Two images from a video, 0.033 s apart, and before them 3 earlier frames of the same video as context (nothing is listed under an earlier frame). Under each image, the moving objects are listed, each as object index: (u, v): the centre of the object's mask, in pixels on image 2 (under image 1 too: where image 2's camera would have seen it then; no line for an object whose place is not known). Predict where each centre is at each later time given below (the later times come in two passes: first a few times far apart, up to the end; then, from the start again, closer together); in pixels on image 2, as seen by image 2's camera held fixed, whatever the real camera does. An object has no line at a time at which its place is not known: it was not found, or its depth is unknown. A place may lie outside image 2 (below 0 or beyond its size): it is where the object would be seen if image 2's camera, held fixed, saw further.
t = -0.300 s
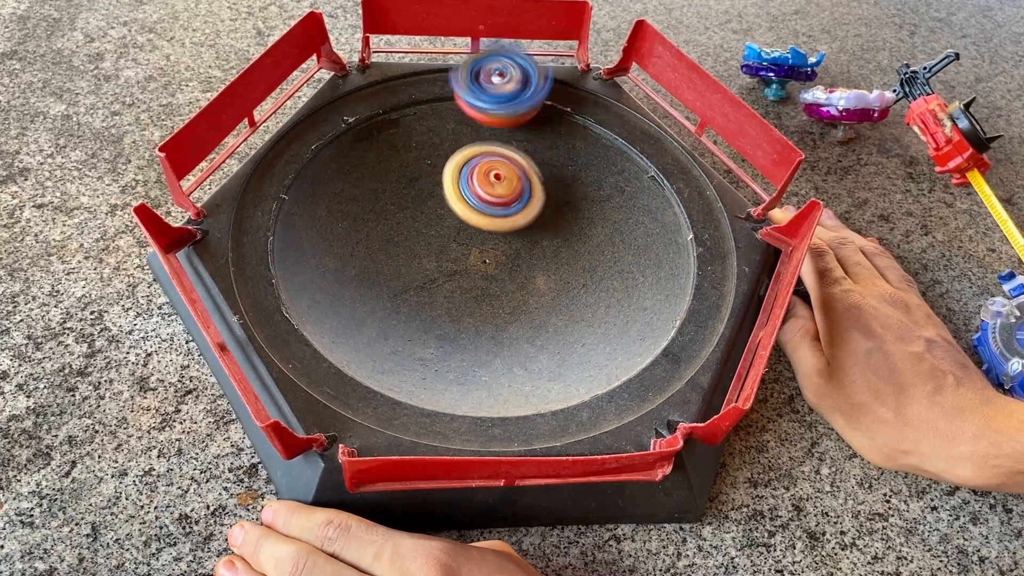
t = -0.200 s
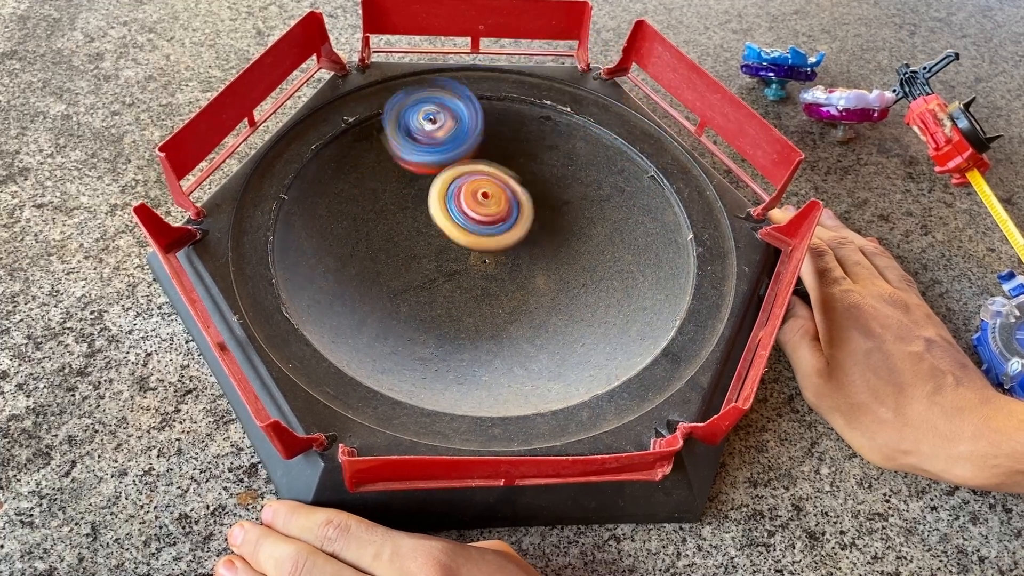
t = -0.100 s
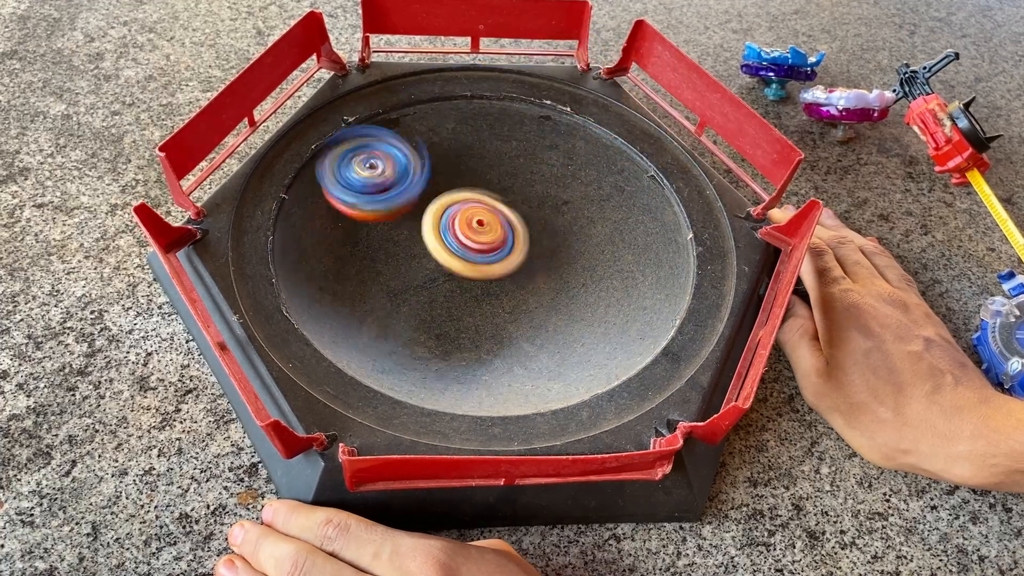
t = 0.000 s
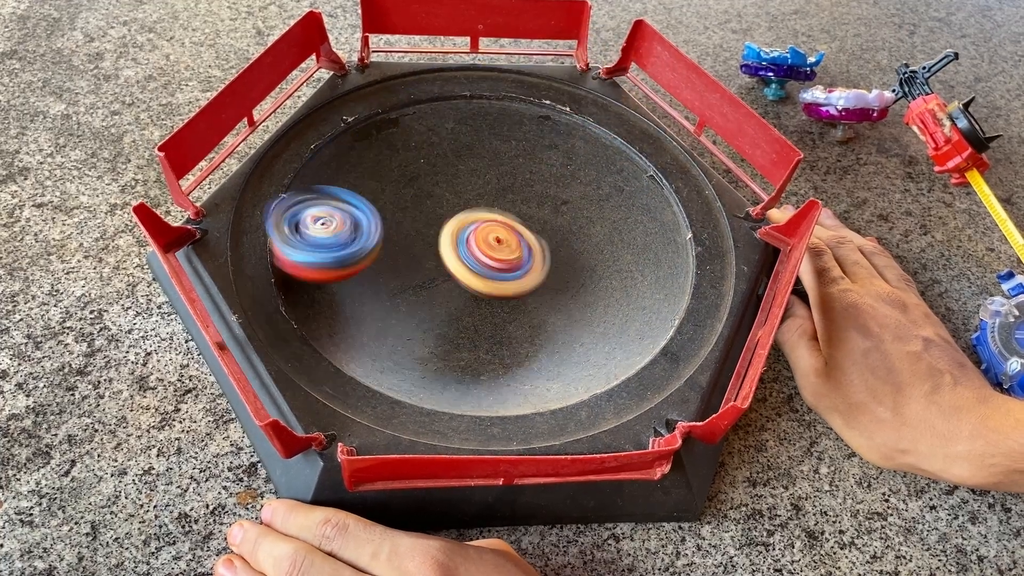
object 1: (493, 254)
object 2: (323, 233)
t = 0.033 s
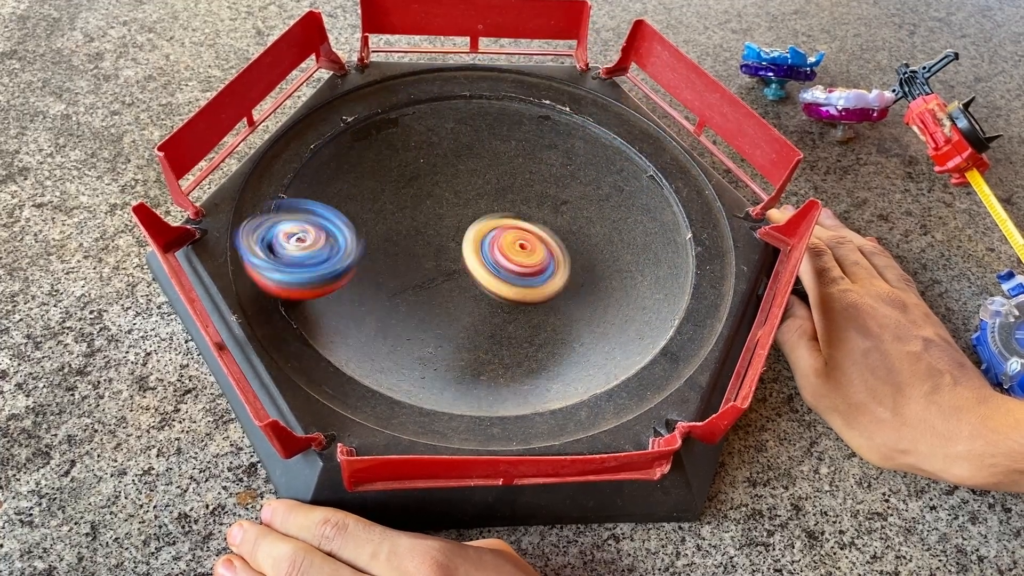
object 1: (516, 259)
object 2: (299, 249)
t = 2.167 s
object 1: (438, 218)
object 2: (558, 304)
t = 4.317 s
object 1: (607, 209)
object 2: (400, 266)
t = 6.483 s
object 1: (532, 269)
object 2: (455, 193)
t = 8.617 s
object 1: (417, 251)
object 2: (538, 203)
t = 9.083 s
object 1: (416, 237)
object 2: (523, 219)
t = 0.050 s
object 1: (527, 264)
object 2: (293, 257)
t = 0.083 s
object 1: (543, 269)
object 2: (299, 271)
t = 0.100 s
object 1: (550, 273)
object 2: (303, 283)
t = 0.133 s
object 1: (559, 278)
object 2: (326, 299)
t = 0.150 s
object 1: (564, 282)
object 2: (339, 309)
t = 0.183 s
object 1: (569, 289)
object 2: (363, 321)
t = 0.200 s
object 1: (568, 293)
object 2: (376, 324)
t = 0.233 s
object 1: (566, 299)
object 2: (401, 330)
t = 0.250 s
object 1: (562, 301)
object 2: (413, 329)
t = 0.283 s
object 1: (555, 307)
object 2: (437, 326)
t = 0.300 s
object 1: (565, 302)
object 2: (422, 329)
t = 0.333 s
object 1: (615, 272)
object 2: (356, 333)
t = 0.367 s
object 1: (659, 243)
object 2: (283, 342)
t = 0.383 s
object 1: (676, 227)
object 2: (260, 339)
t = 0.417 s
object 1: (706, 186)
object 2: (282, 293)
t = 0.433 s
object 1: (715, 170)
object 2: (300, 270)
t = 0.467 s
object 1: (735, 146)
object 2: (332, 239)
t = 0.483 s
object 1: (734, 142)
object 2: (351, 230)
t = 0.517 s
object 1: (709, 147)
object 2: (380, 223)
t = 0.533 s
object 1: (696, 154)
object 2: (398, 226)
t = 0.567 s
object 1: (676, 151)
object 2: (424, 231)
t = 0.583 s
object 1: (665, 150)
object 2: (437, 212)
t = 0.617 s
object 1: (647, 156)
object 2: (467, 185)
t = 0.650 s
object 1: (619, 171)
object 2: (484, 157)
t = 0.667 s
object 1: (607, 172)
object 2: (496, 143)
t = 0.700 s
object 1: (579, 182)
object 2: (510, 116)
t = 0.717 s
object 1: (563, 187)
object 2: (518, 105)
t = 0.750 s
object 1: (537, 195)
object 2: (524, 83)
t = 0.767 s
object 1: (524, 198)
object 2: (527, 71)
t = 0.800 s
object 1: (497, 206)
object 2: (527, 59)
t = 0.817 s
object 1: (489, 209)
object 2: (528, 58)
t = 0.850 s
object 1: (469, 213)
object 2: (526, 55)
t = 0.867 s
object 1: (460, 218)
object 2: (527, 51)
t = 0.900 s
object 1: (448, 221)
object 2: (526, 54)
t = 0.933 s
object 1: (439, 222)
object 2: (519, 65)
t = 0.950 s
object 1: (437, 224)
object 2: (517, 67)
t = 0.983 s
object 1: (436, 223)
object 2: (513, 72)
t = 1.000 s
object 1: (434, 223)
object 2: (511, 72)
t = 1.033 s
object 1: (434, 220)
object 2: (508, 75)
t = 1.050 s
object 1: (433, 218)
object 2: (505, 79)
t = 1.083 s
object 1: (434, 215)
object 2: (499, 93)
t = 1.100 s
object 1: (433, 211)
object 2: (497, 97)
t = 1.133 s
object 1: (432, 209)
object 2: (492, 107)
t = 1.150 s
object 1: (433, 206)
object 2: (489, 112)
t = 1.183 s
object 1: (431, 201)
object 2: (488, 122)
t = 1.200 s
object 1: (432, 201)
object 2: (488, 128)
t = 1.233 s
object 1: (424, 205)
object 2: (501, 129)
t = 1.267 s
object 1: (412, 211)
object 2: (519, 123)
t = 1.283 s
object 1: (409, 215)
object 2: (528, 120)
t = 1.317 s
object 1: (406, 218)
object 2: (543, 116)
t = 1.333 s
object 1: (405, 220)
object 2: (551, 113)
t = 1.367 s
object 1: (405, 220)
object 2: (563, 109)
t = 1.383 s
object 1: (403, 220)
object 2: (570, 107)
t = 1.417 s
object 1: (403, 220)
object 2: (578, 107)
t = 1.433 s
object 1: (402, 218)
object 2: (580, 111)
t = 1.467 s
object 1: (399, 218)
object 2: (579, 118)
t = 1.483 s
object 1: (401, 217)
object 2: (580, 122)
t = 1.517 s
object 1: (400, 215)
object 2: (579, 132)
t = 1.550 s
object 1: (397, 214)
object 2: (581, 143)
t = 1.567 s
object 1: (398, 214)
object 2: (581, 148)
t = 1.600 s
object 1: (398, 213)
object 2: (585, 159)
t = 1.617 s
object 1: (397, 213)
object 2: (587, 164)
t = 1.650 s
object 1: (397, 213)
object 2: (591, 175)
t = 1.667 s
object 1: (396, 213)
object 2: (594, 180)
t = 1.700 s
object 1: (397, 213)
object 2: (599, 191)
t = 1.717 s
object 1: (396, 212)
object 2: (602, 197)
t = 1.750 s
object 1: (398, 214)
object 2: (606, 208)
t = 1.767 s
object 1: (401, 214)
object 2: (608, 214)
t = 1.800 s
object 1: (403, 213)
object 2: (612, 224)
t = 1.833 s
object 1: (403, 213)
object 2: (613, 234)
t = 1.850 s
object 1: (406, 214)
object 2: (614, 240)
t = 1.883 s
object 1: (409, 214)
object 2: (615, 250)
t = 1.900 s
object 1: (410, 214)
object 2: (615, 255)
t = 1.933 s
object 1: (413, 215)
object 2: (614, 263)
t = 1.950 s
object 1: (413, 215)
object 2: (613, 268)
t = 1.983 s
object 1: (417, 216)
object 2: (610, 275)
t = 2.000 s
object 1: (419, 214)
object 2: (607, 280)
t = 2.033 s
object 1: (422, 216)
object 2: (601, 286)
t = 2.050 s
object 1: (425, 217)
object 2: (597, 289)
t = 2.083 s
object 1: (429, 216)
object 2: (587, 294)
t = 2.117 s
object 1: (431, 217)
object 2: (577, 299)
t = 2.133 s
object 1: (434, 218)
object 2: (571, 300)
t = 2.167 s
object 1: (438, 218)
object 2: (558, 304)
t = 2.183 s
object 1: (440, 218)
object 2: (552, 305)
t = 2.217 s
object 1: (444, 218)
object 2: (539, 307)
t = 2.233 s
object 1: (445, 219)
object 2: (530, 307)
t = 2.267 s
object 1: (449, 220)
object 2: (516, 309)
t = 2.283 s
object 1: (452, 219)
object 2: (508, 309)
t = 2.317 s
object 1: (455, 218)
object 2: (493, 308)
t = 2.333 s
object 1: (458, 220)
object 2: (485, 308)
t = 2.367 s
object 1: (463, 220)
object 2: (470, 306)
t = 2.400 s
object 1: (466, 218)
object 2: (455, 303)
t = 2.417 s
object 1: (468, 218)
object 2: (446, 302)
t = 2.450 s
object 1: (471, 217)
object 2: (431, 300)
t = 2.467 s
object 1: (472, 217)
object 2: (424, 298)
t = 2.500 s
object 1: (477, 215)
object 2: (411, 294)
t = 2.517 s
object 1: (478, 214)
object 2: (405, 291)
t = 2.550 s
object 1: (480, 214)
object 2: (393, 287)
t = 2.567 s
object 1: (483, 213)
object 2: (389, 285)
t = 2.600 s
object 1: (486, 210)
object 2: (378, 281)
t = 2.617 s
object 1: (487, 210)
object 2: (375, 279)
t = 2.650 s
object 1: (490, 208)
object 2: (368, 273)
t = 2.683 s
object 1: (494, 206)
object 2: (366, 267)
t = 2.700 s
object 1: (495, 205)
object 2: (364, 264)
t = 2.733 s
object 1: (498, 202)
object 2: (364, 257)
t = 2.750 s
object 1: (499, 200)
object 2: (363, 254)
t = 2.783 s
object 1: (501, 199)
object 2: (365, 244)
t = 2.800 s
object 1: (504, 198)
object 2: (365, 240)
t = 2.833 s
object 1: (506, 195)
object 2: (366, 231)
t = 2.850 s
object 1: (506, 194)
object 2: (367, 226)
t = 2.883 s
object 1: (508, 192)
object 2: (370, 216)
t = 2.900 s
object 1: (507, 191)
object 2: (372, 211)
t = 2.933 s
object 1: (510, 189)
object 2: (376, 202)
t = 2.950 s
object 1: (511, 187)
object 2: (378, 197)
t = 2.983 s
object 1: (512, 185)
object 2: (381, 187)
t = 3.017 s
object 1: (512, 184)
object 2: (387, 178)
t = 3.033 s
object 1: (514, 184)
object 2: (388, 173)
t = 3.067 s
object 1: (515, 181)
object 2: (394, 164)
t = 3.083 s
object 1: (515, 181)
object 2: (396, 159)
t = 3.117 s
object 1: (516, 179)
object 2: (403, 151)
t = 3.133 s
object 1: (515, 178)
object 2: (405, 147)
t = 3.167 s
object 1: (516, 178)
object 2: (413, 140)
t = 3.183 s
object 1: (517, 176)
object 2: (415, 137)
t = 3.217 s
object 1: (517, 174)
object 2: (423, 131)
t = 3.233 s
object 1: (519, 176)
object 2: (421, 127)
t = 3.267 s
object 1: (524, 179)
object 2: (419, 121)
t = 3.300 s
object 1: (526, 181)
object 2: (415, 118)
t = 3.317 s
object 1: (526, 183)
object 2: (414, 118)
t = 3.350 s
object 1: (526, 184)
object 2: (410, 116)
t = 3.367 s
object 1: (526, 183)
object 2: (406, 116)
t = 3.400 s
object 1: (524, 184)
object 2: (404, 119)
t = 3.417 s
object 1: (524, 185)
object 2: (403, 121)
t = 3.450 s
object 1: (524, 187)
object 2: (406, 128)
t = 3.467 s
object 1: (523, 188)
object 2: (407, 133)
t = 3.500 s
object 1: (523, 188)
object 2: (414, 142)
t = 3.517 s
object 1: (522, 187)
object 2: (418, 147)
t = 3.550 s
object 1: (524, 189)
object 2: (424, 155)
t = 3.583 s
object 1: (532, 192)
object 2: (418, 161)
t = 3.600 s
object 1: (536, 193)
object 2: (417, 164)
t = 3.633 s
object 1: (537, 195)
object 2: (416, 173)
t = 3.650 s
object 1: (536, 197)
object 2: (417, 178)
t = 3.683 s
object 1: (537, 199)
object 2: (422, 189)
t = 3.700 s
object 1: (537, 199)
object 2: (425, 193)
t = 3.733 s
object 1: (541, 201)
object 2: (428, 201)
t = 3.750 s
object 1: (549, 201)
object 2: (422, 202)
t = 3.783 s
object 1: (561, 203)
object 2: (414, 207)
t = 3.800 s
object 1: (564, 203)
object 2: (410, 211)
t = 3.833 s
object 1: (568, 206)
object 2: (404, 219)
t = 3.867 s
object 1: (570, 209)
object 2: (400, 228)
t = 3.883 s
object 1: (572, 211)
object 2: (401, 232)
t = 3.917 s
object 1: (574, 214)
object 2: (402, 242)
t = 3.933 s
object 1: (573, 216)
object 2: (404, 246)
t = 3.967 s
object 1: (575, 219)
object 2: (412, 255)
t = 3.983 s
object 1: (576, 220)
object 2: (414, 258)
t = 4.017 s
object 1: (575, 223)
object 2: (426, 263)
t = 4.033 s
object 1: (575, 225)
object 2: (431, 265)
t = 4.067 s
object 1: (575, 228)
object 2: (444, 266)
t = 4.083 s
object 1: (573, 228)
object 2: (451, 266)
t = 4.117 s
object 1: (572, 231)
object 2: (461, 263)
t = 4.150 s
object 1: (572, 233)
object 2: (472, 260)
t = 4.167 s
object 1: (580, 231)
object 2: (467, 260)
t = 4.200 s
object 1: (598, 223)
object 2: (448, 260)
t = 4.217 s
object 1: (602, 219)
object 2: (438, 261)
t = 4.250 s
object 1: (609, 214)
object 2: (424, 262)
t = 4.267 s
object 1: (611, 212)
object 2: (417, 264)
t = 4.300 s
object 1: (609, 210)
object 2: (404, 265)
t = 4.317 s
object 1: (607, 209)
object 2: (400, 266)
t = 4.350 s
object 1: (602, 209)
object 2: (390, 268)
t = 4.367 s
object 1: (601, 209)
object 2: (387, 269)
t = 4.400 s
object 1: (595, 209)
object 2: (379, 272)
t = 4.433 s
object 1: (589, 209)
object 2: (377, 274)
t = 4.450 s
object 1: (585, 210)
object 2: (376, 275)
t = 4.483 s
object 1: (579, 210)
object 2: (377, 275)
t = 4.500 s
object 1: (577, 210)
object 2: (381, 276)
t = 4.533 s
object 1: (571, 209)
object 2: (385, 274)
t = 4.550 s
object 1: (567, 210)
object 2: (390, 272)
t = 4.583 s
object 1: (563, 210)
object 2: (397, 268)
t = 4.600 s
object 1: (562, 209)
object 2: (400, 265)
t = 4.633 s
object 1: (559, 207)
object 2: (409, 257)
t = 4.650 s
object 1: (556, 207)
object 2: (412, 253)
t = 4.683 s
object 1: (553, 206)
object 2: (419, 243)
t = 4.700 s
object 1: (551, 205)
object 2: (421, 239)
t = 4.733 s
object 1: (548, 204)
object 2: (427, 228)
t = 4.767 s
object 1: (543, 202)
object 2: (432, 218)
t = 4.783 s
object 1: (540, 202)
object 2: (434, 213)
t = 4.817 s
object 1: (552, 198)
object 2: (422, 202)
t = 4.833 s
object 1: (563, 196)
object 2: (412, 196)
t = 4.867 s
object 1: (575, 193)
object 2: (400, 185)
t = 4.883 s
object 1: (578, 191)
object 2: (396, 180)
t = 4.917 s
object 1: (581, 190)
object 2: (389, 173)
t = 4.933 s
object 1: (581, 192)
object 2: (387, 169)
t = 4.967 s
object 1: (579, 193)
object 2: (382, 163)
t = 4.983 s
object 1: (578, 193)
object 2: (378, 160)
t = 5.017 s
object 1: (576, 196)
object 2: (377, 156)
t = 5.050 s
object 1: (573, 198)
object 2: (375, 155)
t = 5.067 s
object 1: (571, 200)
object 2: (375, 154)
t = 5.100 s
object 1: (568, 202)
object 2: (379, 156)
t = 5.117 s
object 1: (567, 202)
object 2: (379, 156)
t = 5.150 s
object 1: (563, 204)
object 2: (387, 160)
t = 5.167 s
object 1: (560, 205)
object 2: (391, 161)
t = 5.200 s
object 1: (555, 207)
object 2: (400, 164)
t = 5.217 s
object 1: (554, 208)
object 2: (407, 166)
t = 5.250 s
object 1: (548, 210)
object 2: (418, 170)
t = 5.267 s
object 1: (544, 211)
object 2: (422, 172)
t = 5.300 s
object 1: (539, 212)
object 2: (436, 174)
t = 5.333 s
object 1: (559, 215)
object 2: (419, 171)
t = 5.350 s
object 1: (581, 218)
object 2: (398, 165)
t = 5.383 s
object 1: (623, 221)
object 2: (358, 153)
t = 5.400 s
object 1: (639, 222)
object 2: (339, 147)
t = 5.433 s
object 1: (666, 228)
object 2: (315, 139)
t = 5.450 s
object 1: (677, 232)
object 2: (306, 137)
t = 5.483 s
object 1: (684, 242)
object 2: (291, 142)
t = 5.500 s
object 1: (682, 245)
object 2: (284, 141)
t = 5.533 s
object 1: (675, 260)
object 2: (272, 139)
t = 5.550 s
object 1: (670, 268)
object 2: (266, 137)
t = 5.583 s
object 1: (656, 275)
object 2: (265, 138)
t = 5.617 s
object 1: (640, 284)
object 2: (268, 142)
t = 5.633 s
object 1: (632, 286)
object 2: (267, 142)
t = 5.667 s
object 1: (614, 289)
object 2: (268, 138)
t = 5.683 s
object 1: (604, 289)
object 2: (268, 137)
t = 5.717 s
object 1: (586, 288)
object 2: (268, 133)
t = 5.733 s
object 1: (577, 286)
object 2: (272, 133)
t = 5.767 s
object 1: (561, 282)
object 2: (281, 133)
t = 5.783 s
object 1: (554, 279)
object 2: (286, 133)
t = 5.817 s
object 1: (540, 275)
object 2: (299, 132)
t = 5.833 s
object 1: (535, 271)
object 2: (303, 132)
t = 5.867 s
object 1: (525, 268)
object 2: (314, 137)
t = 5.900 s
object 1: (517, 266)
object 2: (327, 148)
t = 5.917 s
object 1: (515, 263)
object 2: (331, 154)
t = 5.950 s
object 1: (508, 261)
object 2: (347, 166)
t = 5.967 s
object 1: (506, 259)
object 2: (354, 173)
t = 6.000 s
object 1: (501, 257)
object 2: (366, 183)
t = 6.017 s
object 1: (499, 256)
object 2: (376, 189)
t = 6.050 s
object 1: (494, 255)
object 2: (390, 199)
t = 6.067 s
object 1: (493, 254)
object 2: (397, 202)
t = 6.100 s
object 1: (512, 261)
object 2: (391, 191)
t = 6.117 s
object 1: (523, 266)
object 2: (385, 188)
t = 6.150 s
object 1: (538, 268)
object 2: (383, 182)
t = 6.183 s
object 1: (549, 272)
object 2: (382, 180)
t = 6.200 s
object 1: (552, 271)
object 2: (383, 182)
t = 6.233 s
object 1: (550, 271)
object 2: (383, 182)
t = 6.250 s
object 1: (552, 272)
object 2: (387, 183)
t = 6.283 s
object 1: (548, 272)
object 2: (390, 186)
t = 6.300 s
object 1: (549, 273)
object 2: (394, 187)
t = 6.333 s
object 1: (544, 272)
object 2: (406, 189)
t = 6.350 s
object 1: (545, 273)
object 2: (410, 191)
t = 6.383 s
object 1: (541, 272)
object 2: (419, 191)
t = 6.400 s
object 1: (541, 274)
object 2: (426, 192)
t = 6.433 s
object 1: (537, 271)
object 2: (438, 194)
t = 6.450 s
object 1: (536, 272)
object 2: (442, 193)
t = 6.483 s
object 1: (532, 269)
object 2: (455, 193)
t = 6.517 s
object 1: (529, 269)
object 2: (467, 193)
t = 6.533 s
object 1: (528, 268)
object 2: (471, 193)
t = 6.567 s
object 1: (527, 270)
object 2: (484, 190)
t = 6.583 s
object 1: (529, 271)
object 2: (490, 187)
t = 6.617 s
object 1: (534, 274)
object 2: (496, 178)
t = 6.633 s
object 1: (535, 275)
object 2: (499, 174)
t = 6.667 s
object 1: (532, 277)
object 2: (501, 166)
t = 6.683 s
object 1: (533, 277)
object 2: (502, 162)
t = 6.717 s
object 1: (530, 276)
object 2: (505, 152)
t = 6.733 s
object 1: (529, 276)
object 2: (505, 150)
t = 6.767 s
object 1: (526, 276)
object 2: (503, 144)
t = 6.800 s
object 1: (525, 274)
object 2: (503, 138)
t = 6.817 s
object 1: (523, 275)
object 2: (501, 137)
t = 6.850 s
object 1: (522, 273)
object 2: (495, 134)
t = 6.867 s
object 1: (517, 273)
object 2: (494, 134)
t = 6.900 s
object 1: (517, 272)
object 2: (490, 137)
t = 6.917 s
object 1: (514, 270)
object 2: (487, 139)
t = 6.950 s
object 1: (512, 270)
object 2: (485, 143)
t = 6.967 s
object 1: (510, 269)
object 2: (484, 147)
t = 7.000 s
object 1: (508, 269)
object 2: (481, 156)
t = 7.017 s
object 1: (507, 268)
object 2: (480, 159)
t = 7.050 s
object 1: (503, 268)
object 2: (483, 167)
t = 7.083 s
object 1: (499, 267)
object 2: (481, 176)
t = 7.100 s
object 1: (499, 268)
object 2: (482, 180)
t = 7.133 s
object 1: (498, 270)
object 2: (484, 183)
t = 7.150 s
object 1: (501, 277)
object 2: (485, 180)
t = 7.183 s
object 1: (503, 285)
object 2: (481, 171)
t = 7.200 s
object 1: (503, 290)
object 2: (479, 167)
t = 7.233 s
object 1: (499, 293)
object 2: (473, 162)
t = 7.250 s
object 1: (497, 294)
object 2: (468, 158)
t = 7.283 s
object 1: (494, 298)
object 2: (462, 152)
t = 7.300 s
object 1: (494, 298)
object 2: (458, 152)
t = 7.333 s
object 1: (490, 296)
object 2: (448, 149)
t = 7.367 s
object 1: (488, 295)
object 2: (443, 149)
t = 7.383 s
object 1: (485, 295)
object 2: (439, 149)
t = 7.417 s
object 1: (486, 296)
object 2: (433, 152)
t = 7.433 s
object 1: (484, 294)
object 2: (432, 155)
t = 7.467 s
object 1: (483, 294)
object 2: (428, 162)
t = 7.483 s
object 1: (483, 295)
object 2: (426, 166)
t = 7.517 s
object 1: (480, 294)
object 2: (427, 172)
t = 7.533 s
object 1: (479, 293)
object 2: (429, 176)
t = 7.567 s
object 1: (476, 292)
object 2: (428, 185)
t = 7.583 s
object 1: (477, 292)
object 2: (430, 188)
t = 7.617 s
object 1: (475, 290)
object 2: (438, 196)
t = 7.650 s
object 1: (474, 291)
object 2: (442, 204)
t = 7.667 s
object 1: (474, 291)
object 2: (445, 207)
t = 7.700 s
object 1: (474, 294)
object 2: (452, 208)
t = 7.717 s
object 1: (479, 298)
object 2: (455, 203)
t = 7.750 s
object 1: (484, 303)
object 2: (455, 194)
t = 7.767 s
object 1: (488, 305)
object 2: (456, 189)
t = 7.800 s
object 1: (490, 304)
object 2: (456, 183)
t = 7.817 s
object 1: (487, 300)
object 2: (455, 178)
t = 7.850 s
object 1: (484, 297)
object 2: (456, 170)
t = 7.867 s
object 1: (483, 298)
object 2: (456, 167)
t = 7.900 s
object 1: (480, 296)
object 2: (454, 161)
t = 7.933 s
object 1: (480, 294)
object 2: (454, 154)
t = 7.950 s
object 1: (477, 293)
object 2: (454, 153)
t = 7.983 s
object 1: (477, 292)
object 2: (450, 149)
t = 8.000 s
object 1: (476, 292)
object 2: (451, 147)
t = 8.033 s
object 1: (473, 291)
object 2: (451, 146)
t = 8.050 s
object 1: (473, 289)
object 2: (449, 147)
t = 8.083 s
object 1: (469, 287)
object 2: (450, 148)
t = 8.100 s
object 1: (468, 288)
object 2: (452, 151)
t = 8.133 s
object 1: (467, 285)
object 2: (453, 154)
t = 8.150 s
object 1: (465, 283)
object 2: (453, 156)
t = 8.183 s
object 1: (462, 281)
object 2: (459, 160)
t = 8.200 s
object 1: (460, 279)
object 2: (461, 164)
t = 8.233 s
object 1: (455, 276)
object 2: (464, 169)
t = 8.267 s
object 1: (451, 271)
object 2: (472, 174)
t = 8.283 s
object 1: (447, 269)
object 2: (477, 177)
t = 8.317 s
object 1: (442, 264)
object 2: (482, 182)
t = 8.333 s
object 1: (439, 262)
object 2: (486, 184)
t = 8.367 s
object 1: (434, 261)
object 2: (495, 188)
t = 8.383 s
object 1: (432, 260)
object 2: (499, 190)
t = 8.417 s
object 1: (427, 256)
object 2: (505, 192)
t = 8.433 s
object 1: (423, 256)
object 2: (509, 194)
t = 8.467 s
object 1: (423, 258)
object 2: (516, 197)
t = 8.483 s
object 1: (424, 257)
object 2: (517, 197)
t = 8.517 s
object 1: (422, 255)
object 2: (525, 199)
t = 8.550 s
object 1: (422, 253)
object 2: (528, 201)
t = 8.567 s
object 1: (421, 251)
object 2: (530, 201)
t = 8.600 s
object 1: (417, 251)
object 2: (536, 202)
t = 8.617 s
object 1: (417, 251)
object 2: (538, 203)
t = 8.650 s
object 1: (417, 250)
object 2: (538, 204)
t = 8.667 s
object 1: (417, 250)
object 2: (542, 204)
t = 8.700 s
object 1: (418, 250)
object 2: (542, 206)
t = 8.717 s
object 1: (418, 249)
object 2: (542, 206)
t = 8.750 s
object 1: (415, 248)
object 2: (543, 206)
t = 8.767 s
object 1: (415, 247)
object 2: (544, 207)
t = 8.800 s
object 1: (414, 247)
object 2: (539, 209)
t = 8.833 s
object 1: (413, 248)
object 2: (539, 209)
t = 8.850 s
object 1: (414, 247)
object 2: (537, 211)
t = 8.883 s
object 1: (415, 245)
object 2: (533, 212)
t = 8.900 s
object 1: (415, 245)
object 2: (531, 213)
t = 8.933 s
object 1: (414, 243)
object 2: (528, 215)
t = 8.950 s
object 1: (414, 241)
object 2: (524, 217)
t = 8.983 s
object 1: (413, 241)
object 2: (521, 217)
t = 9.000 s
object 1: (412, 241)
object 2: (524, 218)
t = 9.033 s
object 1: (413, 240)
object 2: (522, 219)
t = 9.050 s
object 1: (414, 240)
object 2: (522, 218)
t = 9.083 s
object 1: (416, 237)
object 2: (523, 219)
